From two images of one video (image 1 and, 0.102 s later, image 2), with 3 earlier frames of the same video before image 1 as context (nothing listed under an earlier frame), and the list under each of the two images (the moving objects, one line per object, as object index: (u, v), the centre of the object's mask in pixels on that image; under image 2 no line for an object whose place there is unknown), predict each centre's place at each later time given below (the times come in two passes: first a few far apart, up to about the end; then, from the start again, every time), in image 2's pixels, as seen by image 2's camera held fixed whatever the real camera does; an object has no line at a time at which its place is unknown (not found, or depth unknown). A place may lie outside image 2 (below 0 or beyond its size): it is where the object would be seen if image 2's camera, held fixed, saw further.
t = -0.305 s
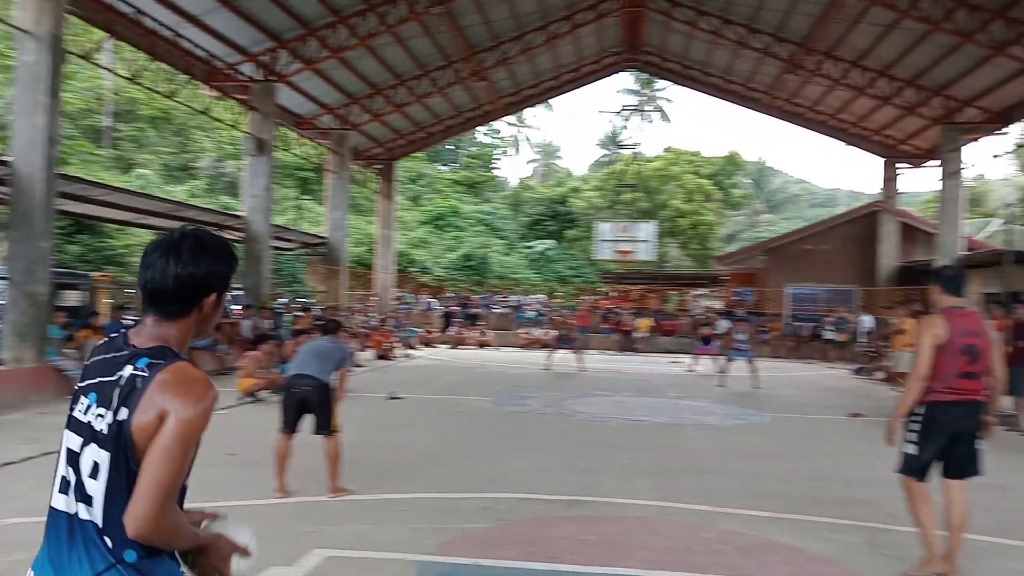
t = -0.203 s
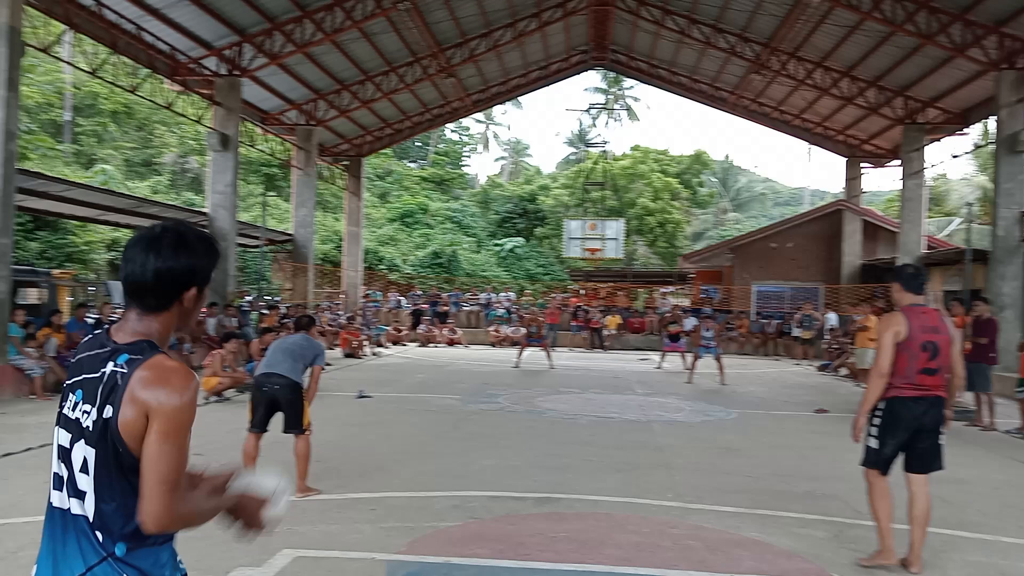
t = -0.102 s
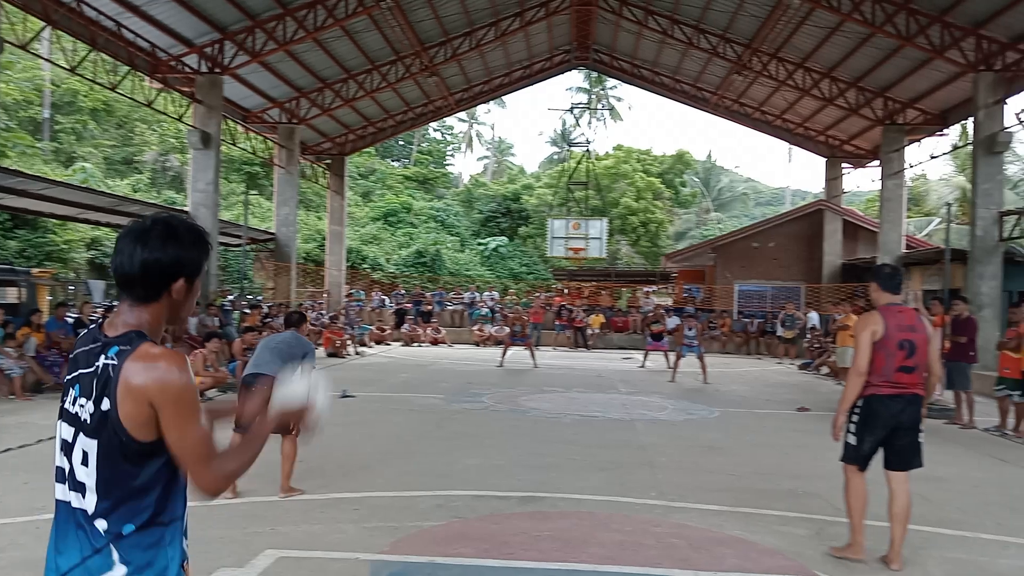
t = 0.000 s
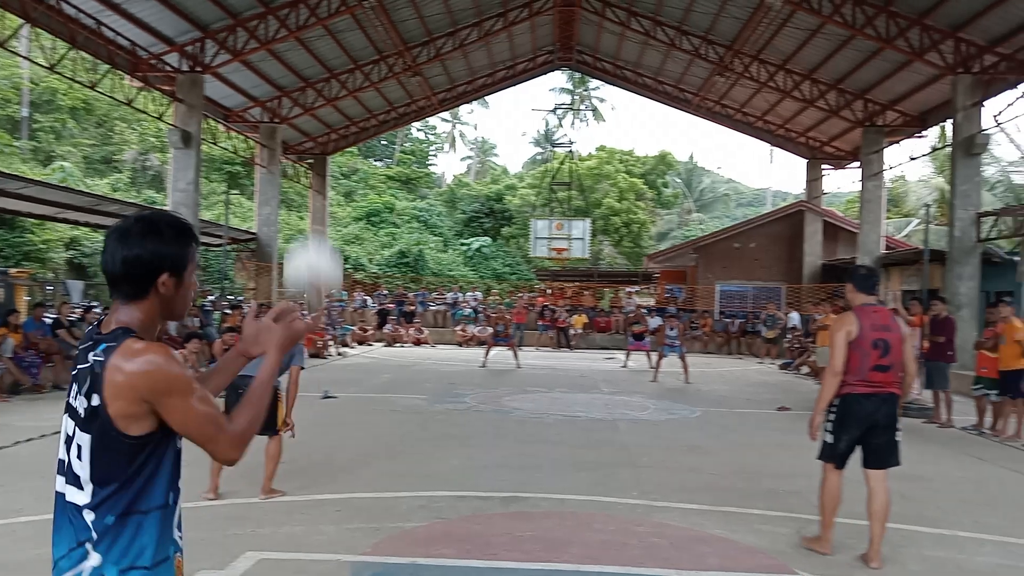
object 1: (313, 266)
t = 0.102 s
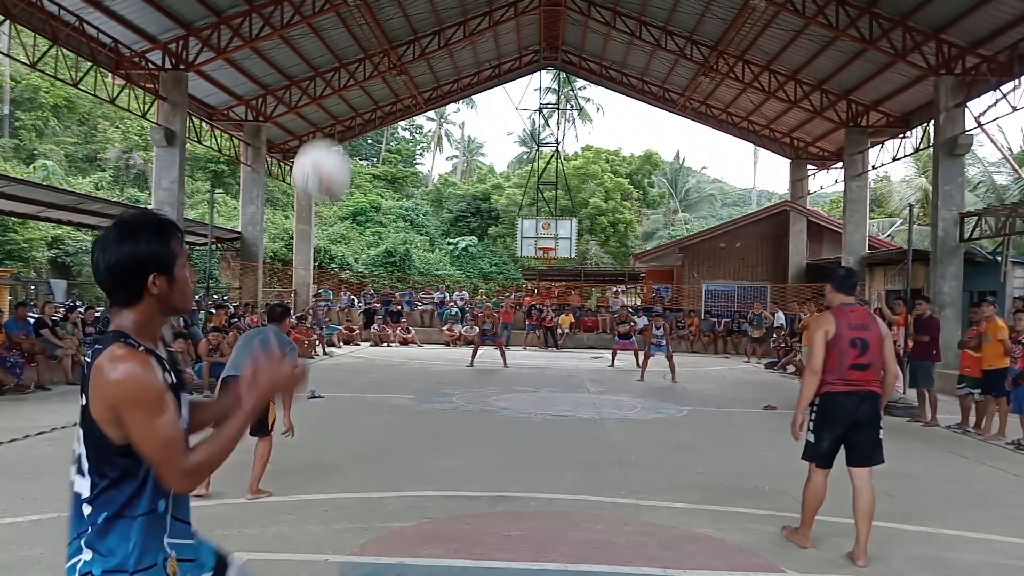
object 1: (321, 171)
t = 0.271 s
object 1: (356, 96)
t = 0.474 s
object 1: (388, 130)
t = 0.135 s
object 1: (328, 147)
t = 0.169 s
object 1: (335, 127)
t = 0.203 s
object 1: (342, 114)
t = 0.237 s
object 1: (349, 103)
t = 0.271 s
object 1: (356, 96)
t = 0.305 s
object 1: (362, 92)
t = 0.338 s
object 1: (368, 92)
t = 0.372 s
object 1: (373, 96)
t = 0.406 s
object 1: (377, 103)
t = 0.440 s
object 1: (382, 114)
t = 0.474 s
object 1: (388, 130)
